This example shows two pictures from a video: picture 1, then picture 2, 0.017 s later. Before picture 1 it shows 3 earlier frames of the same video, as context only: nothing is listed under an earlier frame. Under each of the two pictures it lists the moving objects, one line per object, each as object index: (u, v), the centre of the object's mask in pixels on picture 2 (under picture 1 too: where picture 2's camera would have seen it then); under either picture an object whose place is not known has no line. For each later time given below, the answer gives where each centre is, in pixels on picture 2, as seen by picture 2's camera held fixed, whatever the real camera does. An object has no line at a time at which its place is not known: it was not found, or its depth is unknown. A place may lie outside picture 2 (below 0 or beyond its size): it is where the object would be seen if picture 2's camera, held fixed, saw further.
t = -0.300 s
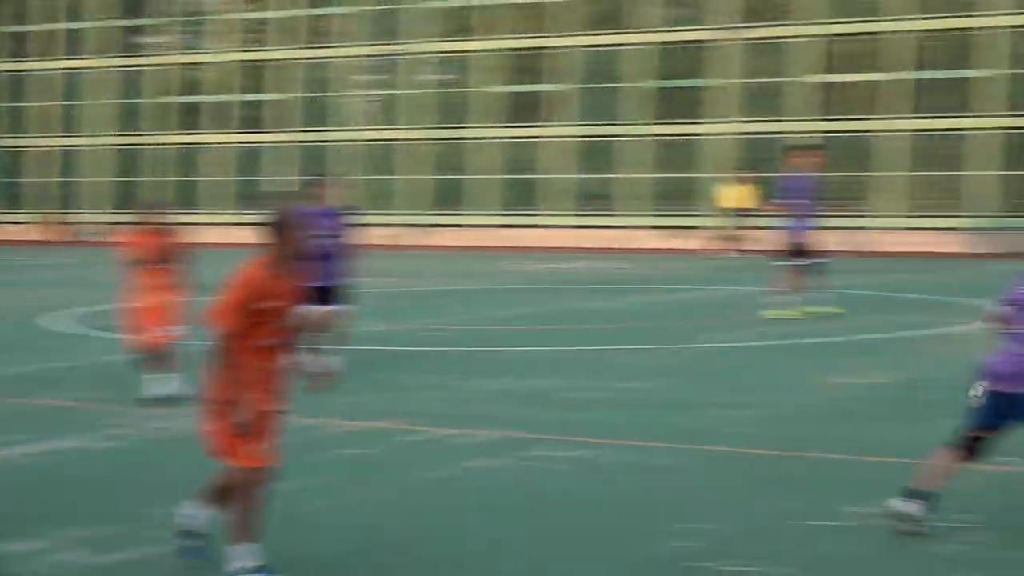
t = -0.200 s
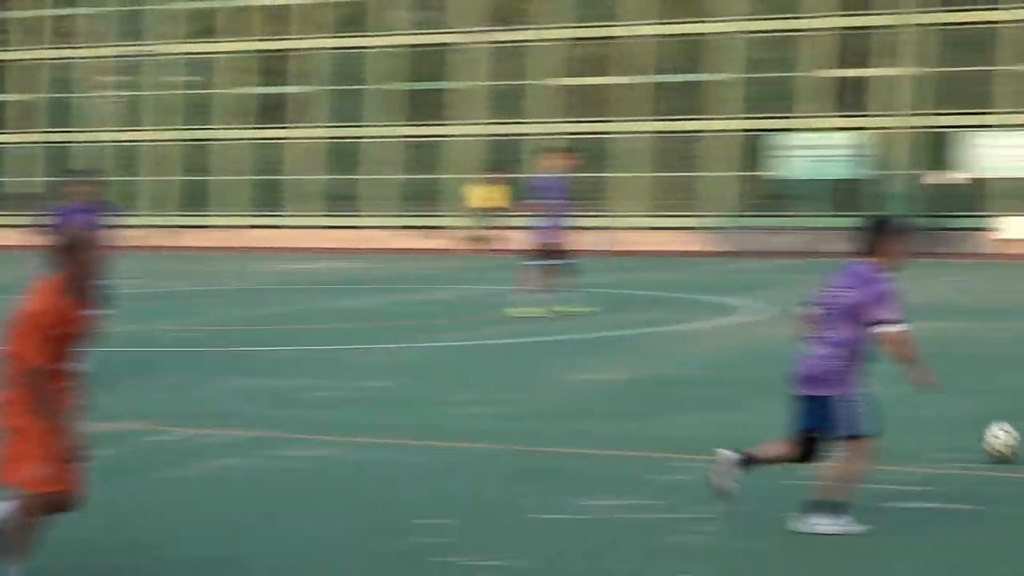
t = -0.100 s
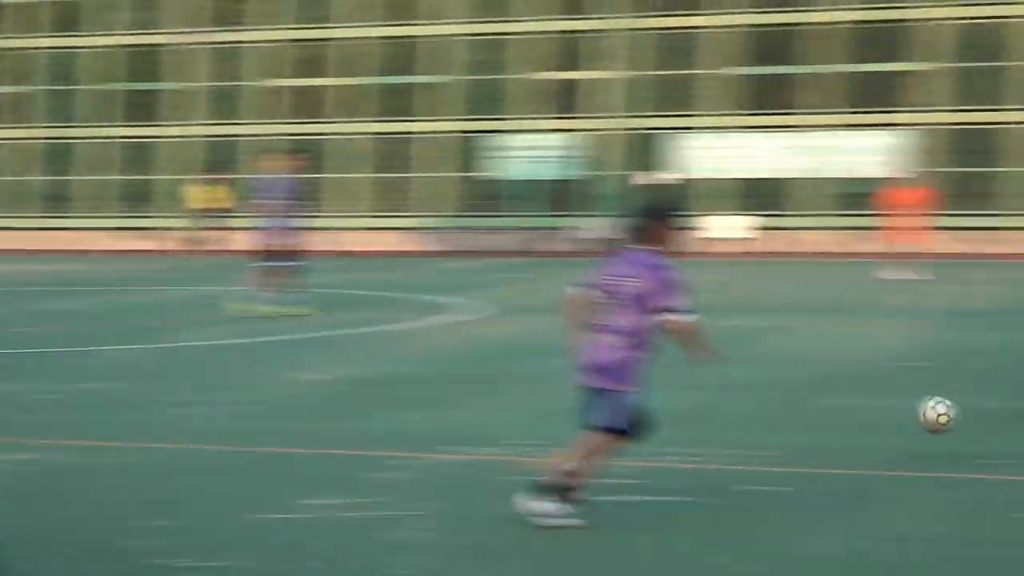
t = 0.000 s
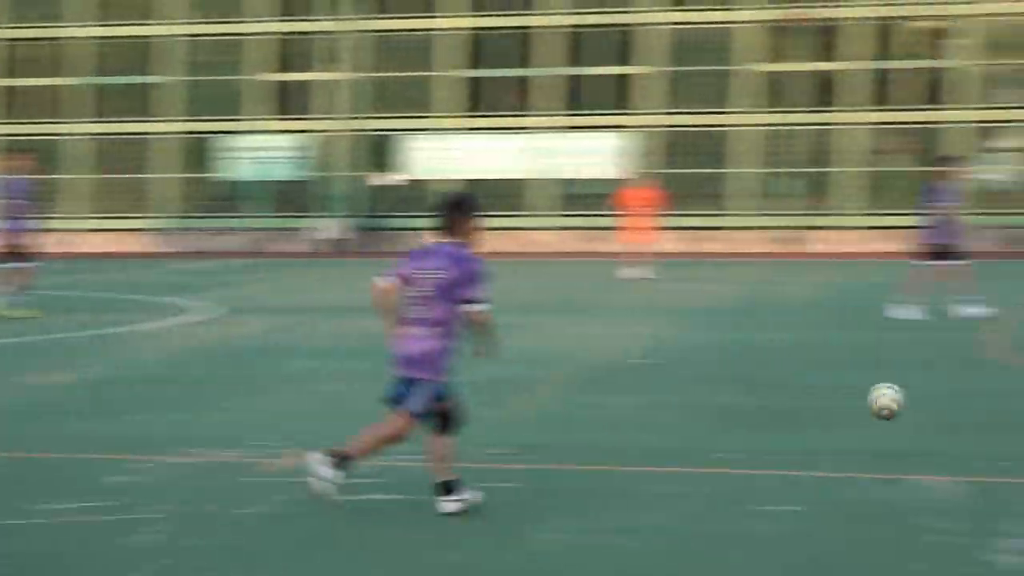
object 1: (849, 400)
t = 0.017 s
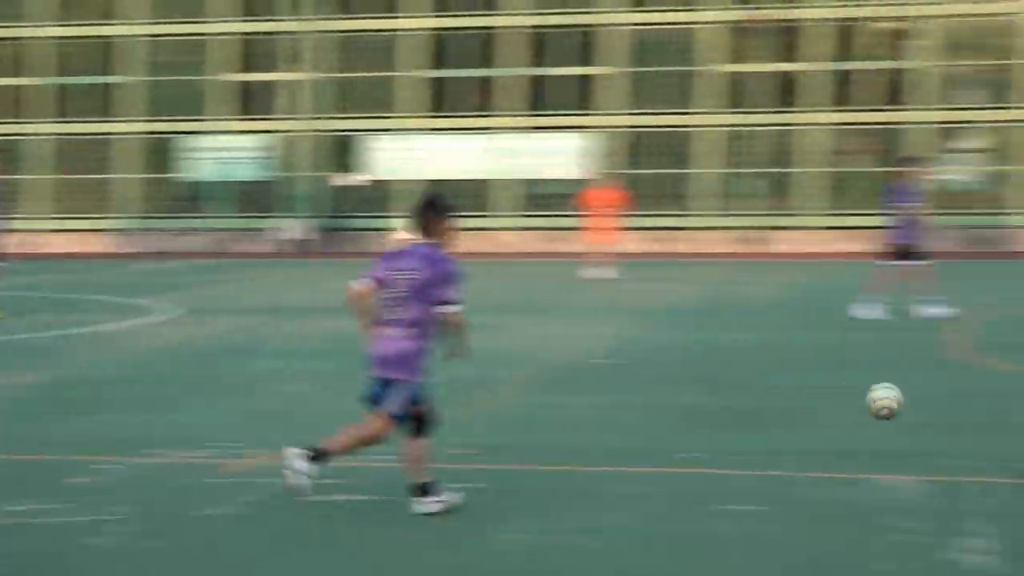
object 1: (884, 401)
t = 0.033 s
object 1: (920, 402)
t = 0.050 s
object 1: (955, 404)
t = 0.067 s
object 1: (990, 407)
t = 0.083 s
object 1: (1024, 411)
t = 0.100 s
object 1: (1060, 414)
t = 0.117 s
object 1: (1097, 418)
